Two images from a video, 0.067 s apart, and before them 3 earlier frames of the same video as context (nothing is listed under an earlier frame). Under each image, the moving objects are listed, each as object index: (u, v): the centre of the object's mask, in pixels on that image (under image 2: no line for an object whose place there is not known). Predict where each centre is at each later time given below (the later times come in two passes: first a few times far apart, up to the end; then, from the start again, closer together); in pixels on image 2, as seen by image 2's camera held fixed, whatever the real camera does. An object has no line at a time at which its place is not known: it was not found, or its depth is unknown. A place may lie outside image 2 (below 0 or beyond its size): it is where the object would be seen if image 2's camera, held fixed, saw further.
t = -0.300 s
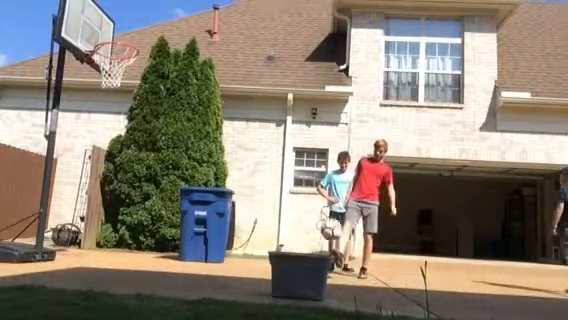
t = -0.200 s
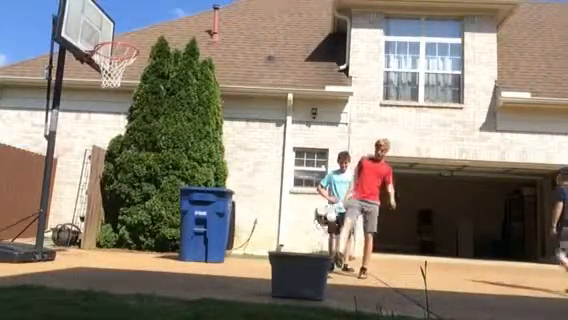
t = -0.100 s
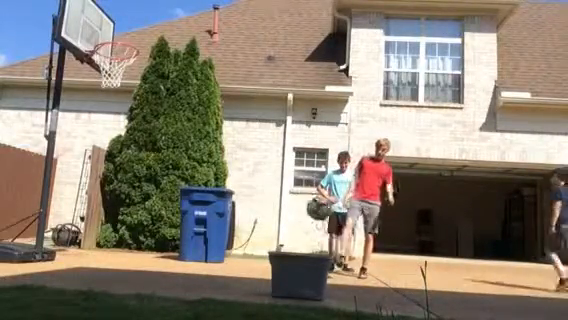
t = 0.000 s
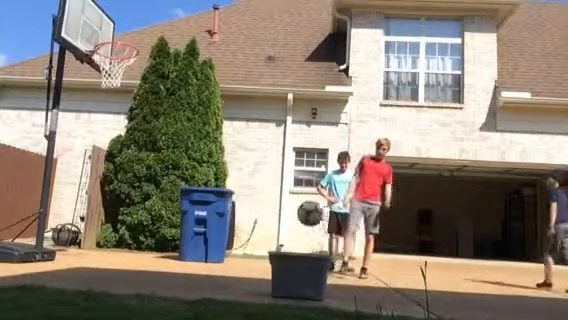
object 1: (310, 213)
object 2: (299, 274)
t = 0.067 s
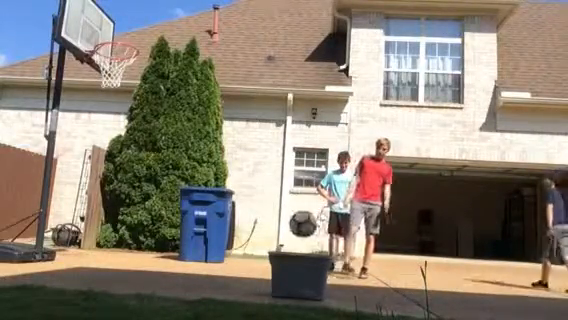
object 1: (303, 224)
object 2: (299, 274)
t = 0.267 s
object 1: (285, 235)
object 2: (298, 270)
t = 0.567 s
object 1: (255, 277)
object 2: (302, 272)
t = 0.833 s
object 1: (235, 282)
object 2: (306, 278)
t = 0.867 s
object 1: (232, 291)
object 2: (306, 278)
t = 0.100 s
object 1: (299, 231)
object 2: (299, 274)
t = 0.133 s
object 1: (294, 240)
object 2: (299, 275)
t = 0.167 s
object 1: (292, 238)
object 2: (300, 275)
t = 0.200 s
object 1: (290, 236)
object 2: (299, 273)
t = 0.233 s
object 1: (287, 234)
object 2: (299, 273)
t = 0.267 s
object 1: (285, 235)
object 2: (298, 270)
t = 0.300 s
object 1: (281, 237)
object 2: (297, 269)
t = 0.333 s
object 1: (278, 240)
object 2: (300, 272)
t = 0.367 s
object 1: (274, 249)
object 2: (302, 272)
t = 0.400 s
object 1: (271, 255)
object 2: (302, 271)
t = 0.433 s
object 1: (267, 264)
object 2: (302, 269)
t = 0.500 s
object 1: (260, 289)
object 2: (300, 268)
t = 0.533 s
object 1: (256, 283)
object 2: (301, 269)
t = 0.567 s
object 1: (255, 277)
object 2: (302, 272)
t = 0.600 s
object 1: (253, 271)
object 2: (303, 275)
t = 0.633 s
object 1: (252, 265)
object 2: (305, 279)
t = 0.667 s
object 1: (250, 263)
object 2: (306, 275)
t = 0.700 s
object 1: (248, 262)
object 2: (304, 276)
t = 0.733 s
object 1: (246, 263)
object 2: (305, 275)
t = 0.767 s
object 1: (243, 267)
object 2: (305, 275)
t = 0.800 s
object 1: (238, 274)
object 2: (305, 276)
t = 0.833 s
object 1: (235, 282)
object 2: (306, 278)
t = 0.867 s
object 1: (232, 291)
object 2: (306, 278)
